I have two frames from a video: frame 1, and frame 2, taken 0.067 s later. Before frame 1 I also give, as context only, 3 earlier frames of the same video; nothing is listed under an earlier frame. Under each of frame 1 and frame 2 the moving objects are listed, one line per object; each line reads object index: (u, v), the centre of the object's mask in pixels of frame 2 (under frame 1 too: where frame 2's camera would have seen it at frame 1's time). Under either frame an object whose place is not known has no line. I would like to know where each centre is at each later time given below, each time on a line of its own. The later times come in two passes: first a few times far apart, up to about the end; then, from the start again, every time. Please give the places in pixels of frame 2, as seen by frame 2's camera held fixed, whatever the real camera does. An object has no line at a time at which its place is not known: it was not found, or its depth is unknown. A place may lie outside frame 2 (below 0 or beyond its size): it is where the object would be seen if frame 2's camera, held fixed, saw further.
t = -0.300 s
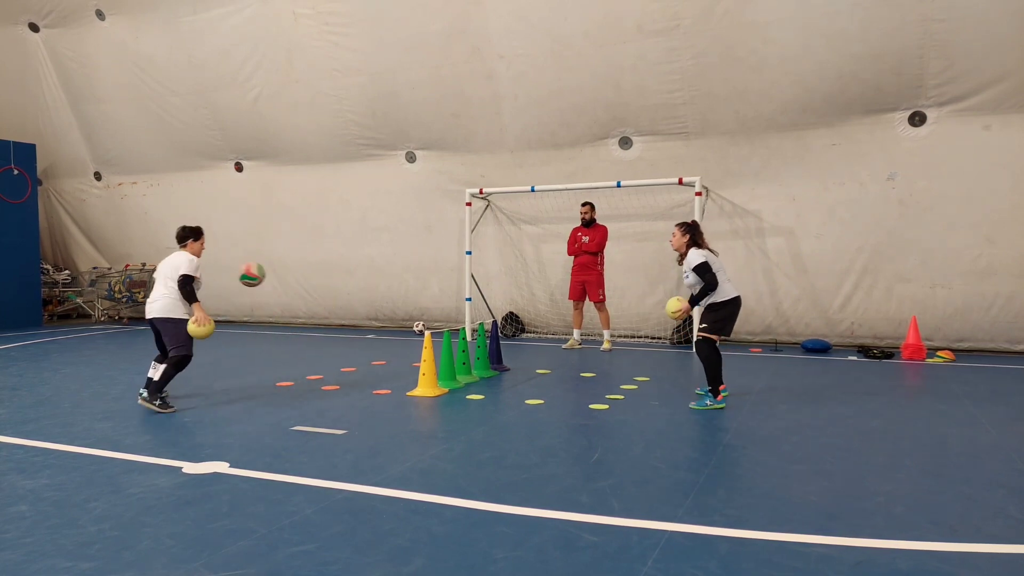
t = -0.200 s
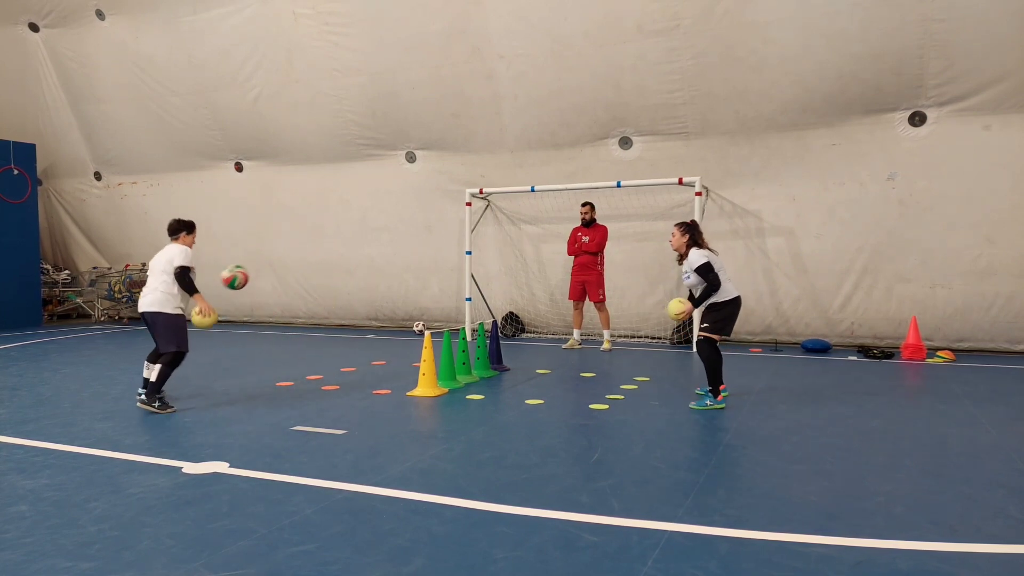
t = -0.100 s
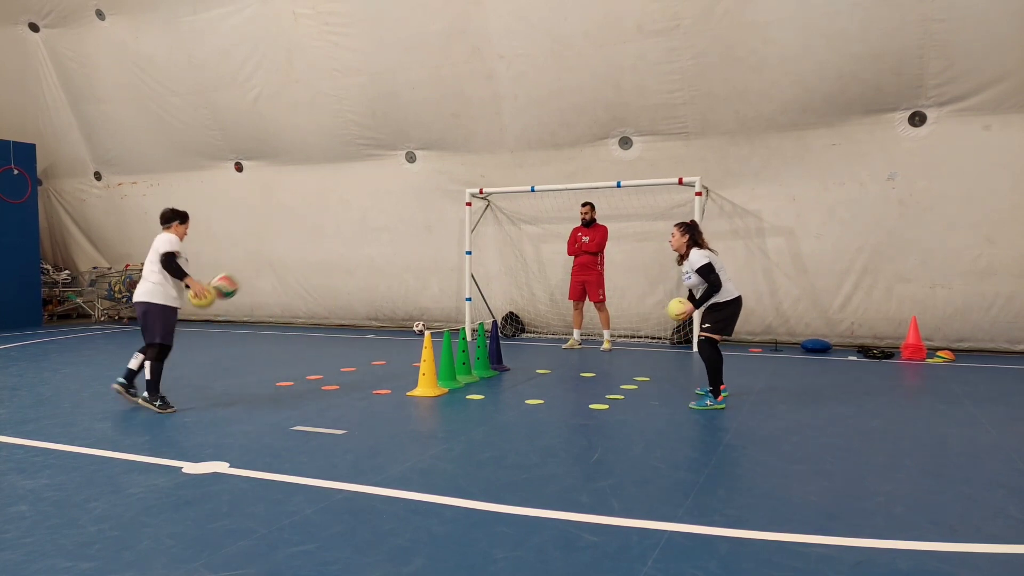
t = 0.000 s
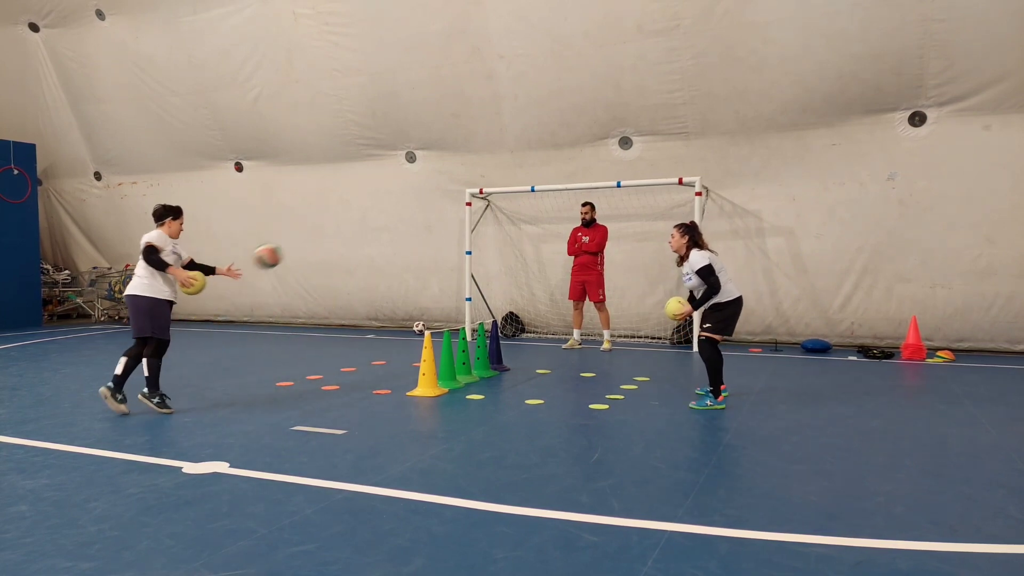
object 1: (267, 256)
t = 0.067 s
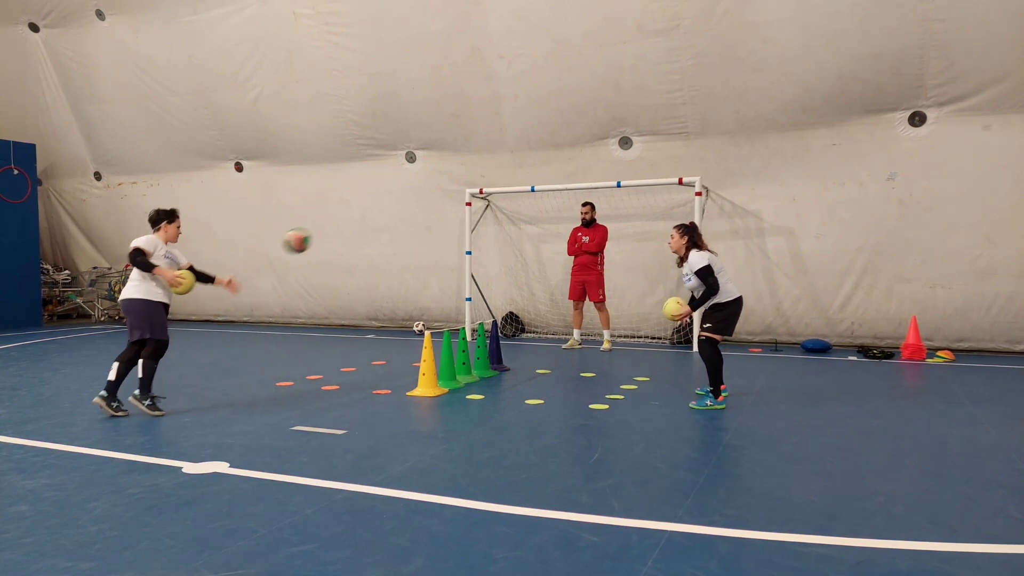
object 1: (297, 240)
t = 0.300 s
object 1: (395, 227)
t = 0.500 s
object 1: (475, 264)
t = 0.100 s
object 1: (312, 235)
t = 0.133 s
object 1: (326, 230)
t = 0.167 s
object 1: (340, 227)
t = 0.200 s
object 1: (354, 226)
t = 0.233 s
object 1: (368, 225)
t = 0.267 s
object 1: (381, 225)
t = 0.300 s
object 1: (395, 227)
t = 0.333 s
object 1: (408, 231)
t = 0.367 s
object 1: (422, 235)
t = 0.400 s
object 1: (435, 241)
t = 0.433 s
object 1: (449, 248)
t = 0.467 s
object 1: (462, 256)
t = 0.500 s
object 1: (475, 264)
